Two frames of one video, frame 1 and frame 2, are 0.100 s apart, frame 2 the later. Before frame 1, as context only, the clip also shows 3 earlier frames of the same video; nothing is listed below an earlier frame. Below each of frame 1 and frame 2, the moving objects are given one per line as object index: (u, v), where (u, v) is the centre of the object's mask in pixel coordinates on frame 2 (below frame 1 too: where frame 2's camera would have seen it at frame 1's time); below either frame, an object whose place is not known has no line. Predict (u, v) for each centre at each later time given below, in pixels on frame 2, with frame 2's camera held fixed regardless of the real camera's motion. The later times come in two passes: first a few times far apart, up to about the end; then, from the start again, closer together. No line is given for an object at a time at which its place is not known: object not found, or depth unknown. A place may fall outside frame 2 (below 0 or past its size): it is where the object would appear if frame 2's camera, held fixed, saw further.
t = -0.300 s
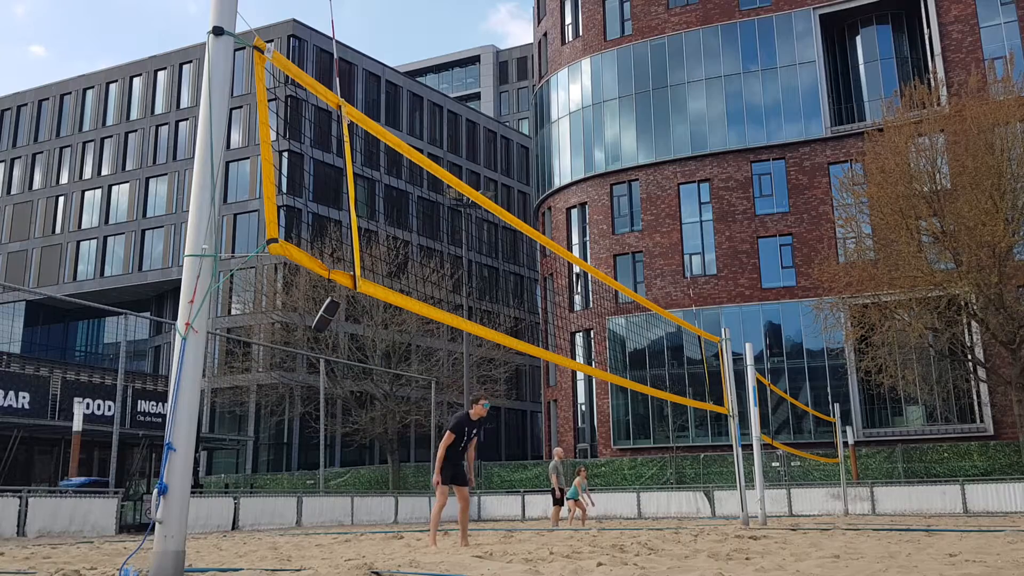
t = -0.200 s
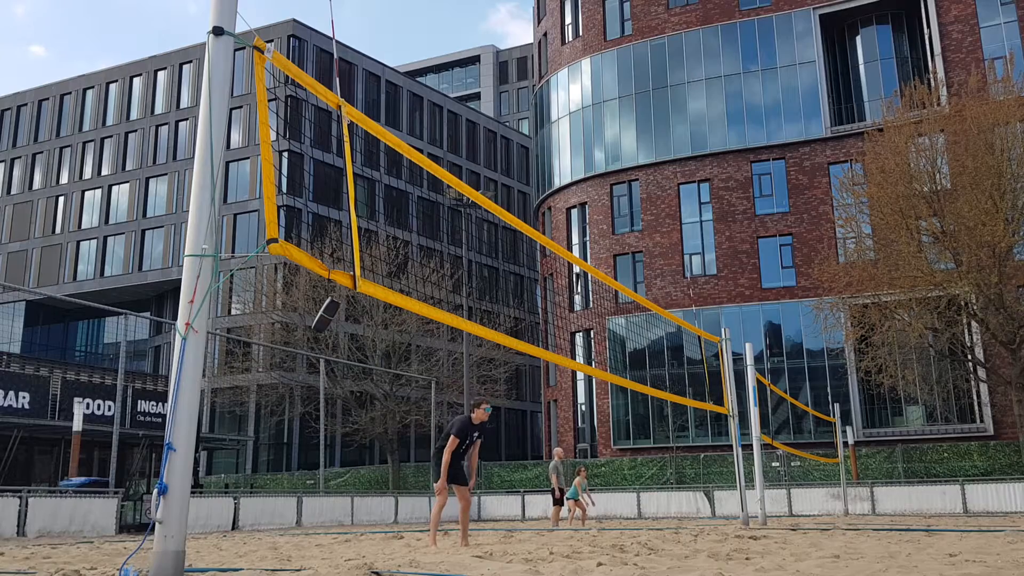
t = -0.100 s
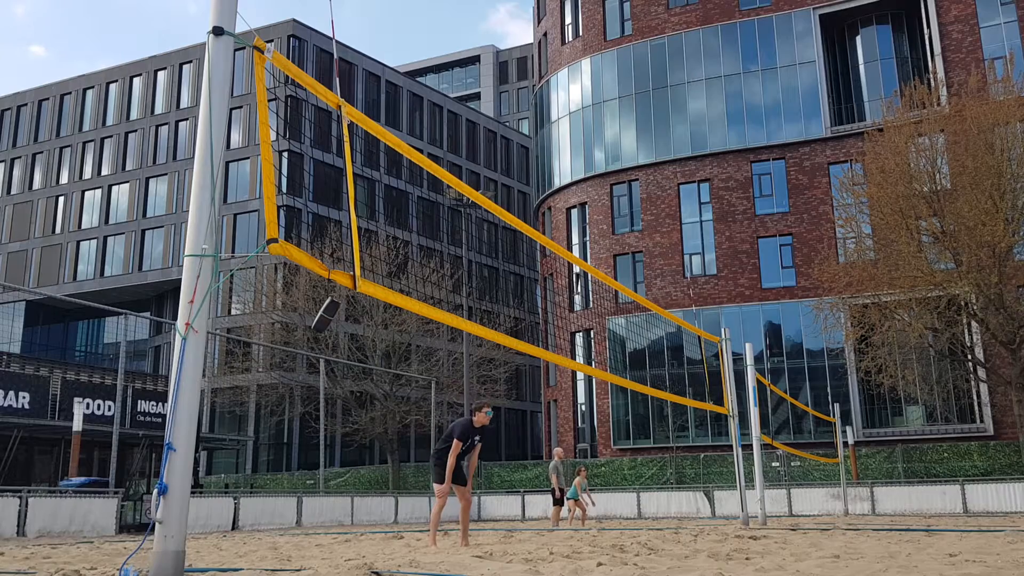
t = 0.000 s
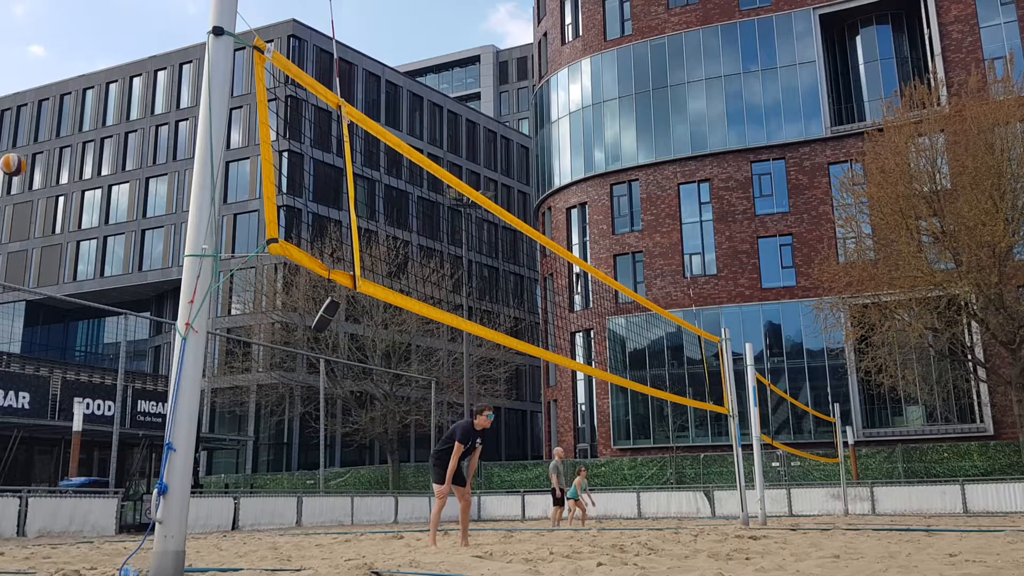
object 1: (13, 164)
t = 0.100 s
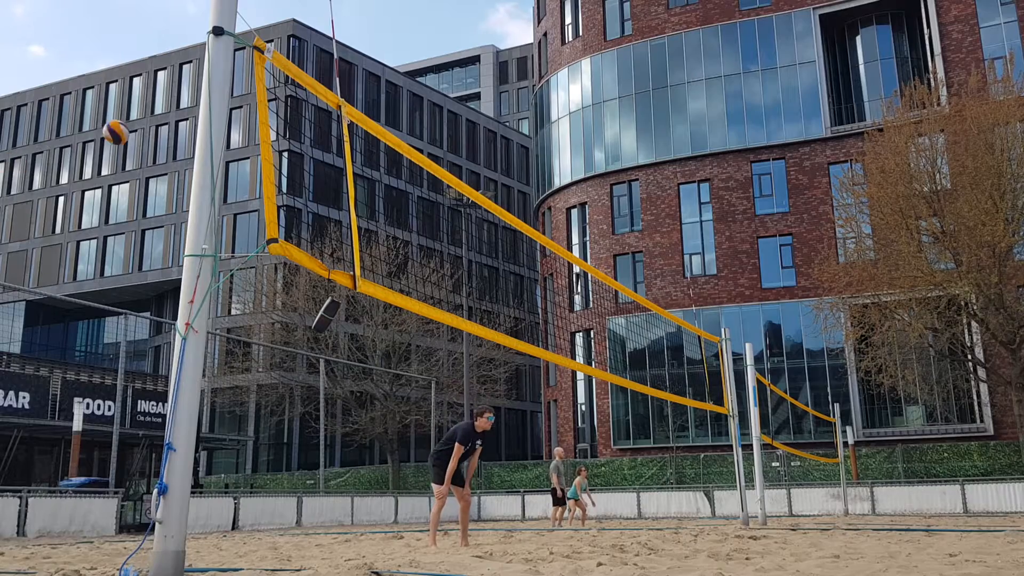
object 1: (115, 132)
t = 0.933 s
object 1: (1013, 351)
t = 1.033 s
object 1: (940, 360)
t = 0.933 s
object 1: (1013, 351)
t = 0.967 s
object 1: (987, 354)
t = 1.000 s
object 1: (964, 356)
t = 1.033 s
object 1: (940, 360)
